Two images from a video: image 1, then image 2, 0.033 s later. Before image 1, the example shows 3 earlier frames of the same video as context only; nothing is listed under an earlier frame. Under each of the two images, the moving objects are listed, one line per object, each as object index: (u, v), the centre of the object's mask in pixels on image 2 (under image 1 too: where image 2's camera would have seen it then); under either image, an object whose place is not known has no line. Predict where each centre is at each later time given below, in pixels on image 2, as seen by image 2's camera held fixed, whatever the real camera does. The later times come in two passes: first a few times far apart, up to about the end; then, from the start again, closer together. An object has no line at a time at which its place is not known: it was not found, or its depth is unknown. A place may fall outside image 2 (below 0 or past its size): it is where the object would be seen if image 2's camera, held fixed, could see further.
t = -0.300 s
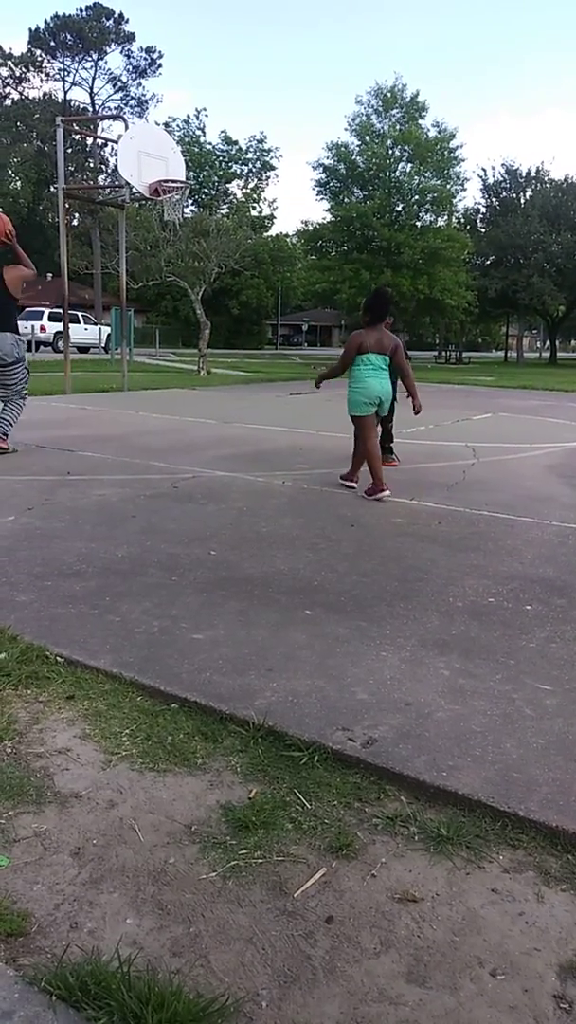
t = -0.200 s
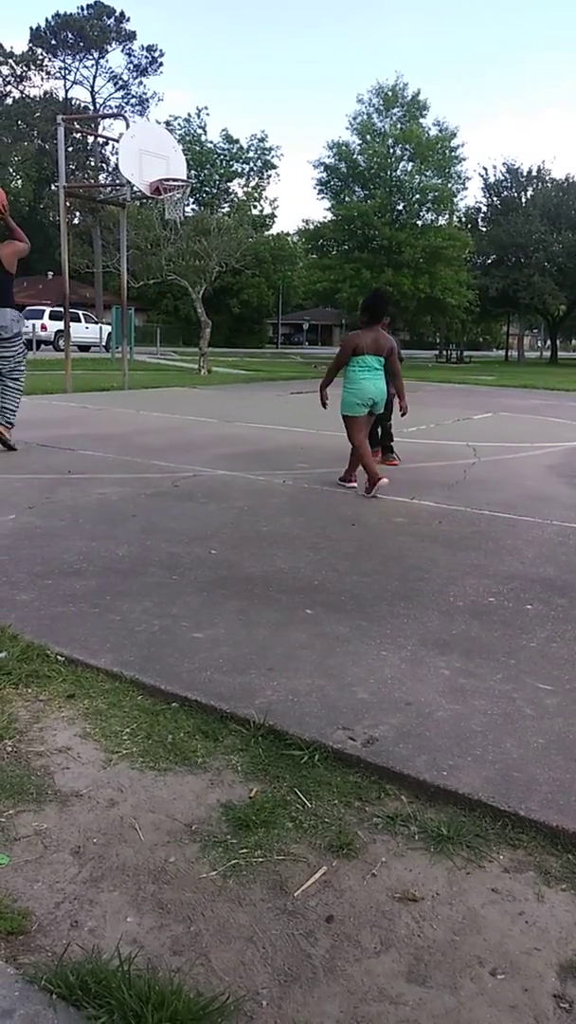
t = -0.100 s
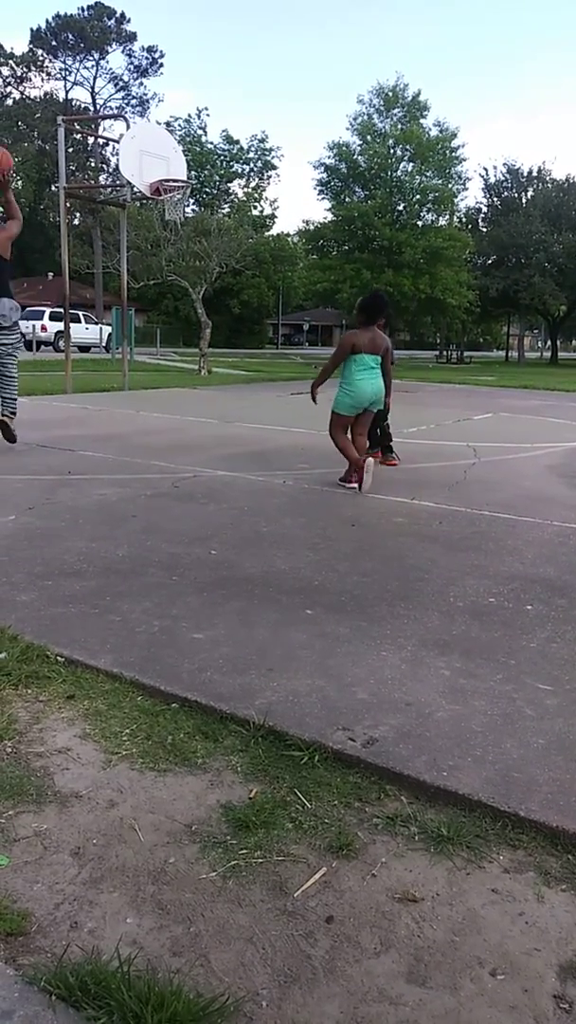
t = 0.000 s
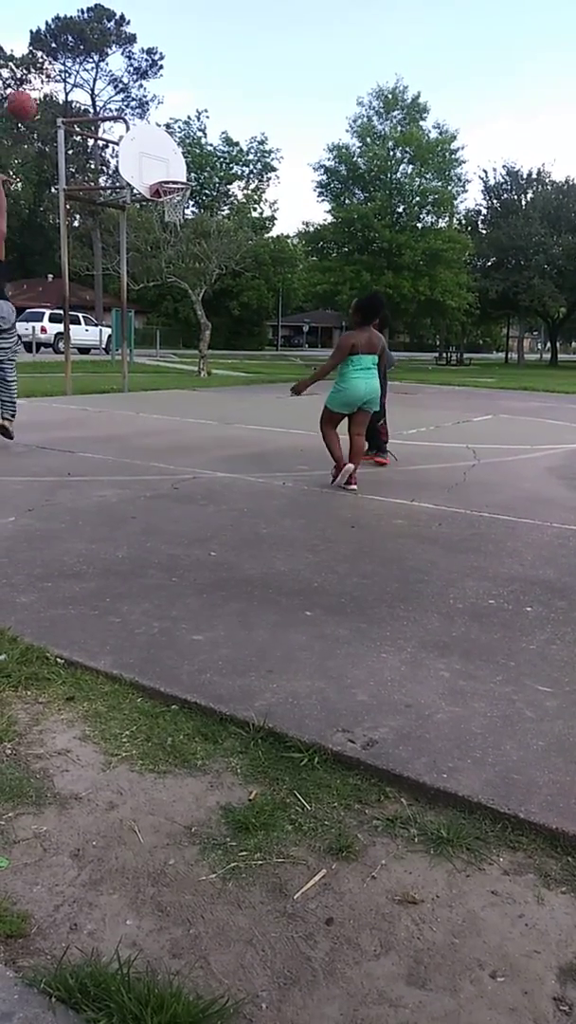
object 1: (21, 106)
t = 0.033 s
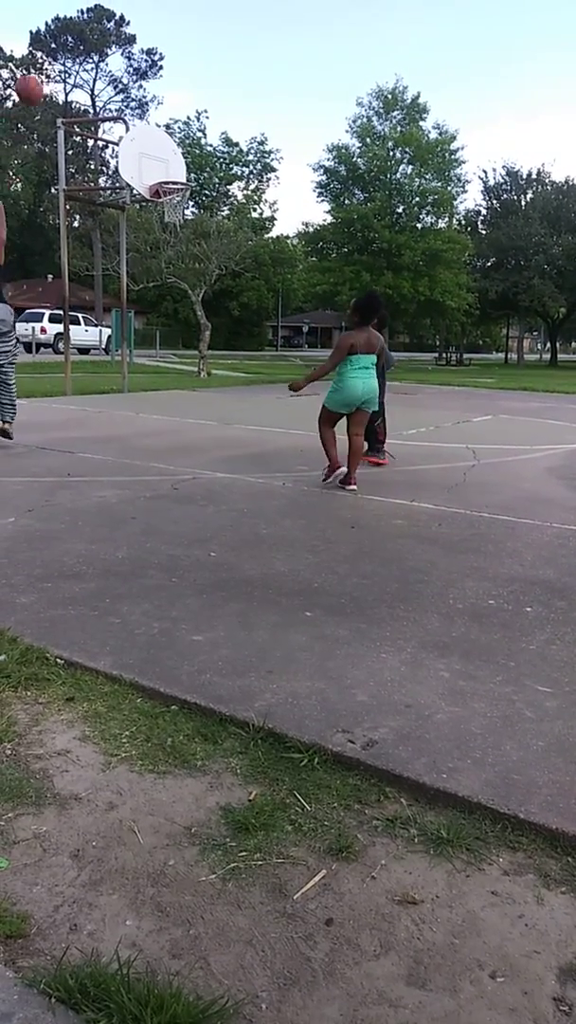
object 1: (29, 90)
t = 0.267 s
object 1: (79, 30)
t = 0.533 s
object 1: (122, 38)
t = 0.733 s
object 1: (146, 81)
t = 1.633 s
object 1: (125, 364)
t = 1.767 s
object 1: (114, 364)
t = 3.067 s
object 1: (15, 365)
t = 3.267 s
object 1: (-1, 309)
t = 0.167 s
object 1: (59, 46)
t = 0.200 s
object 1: (66, 39)
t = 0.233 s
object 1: (72, 33)
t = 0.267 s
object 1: (79, 30)
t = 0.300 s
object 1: (85, 27)
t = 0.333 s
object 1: (92, 25)
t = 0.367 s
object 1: (96, 24)
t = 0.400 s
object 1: (100, 25)
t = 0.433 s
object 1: (107, 27)
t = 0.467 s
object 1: (112, 29)
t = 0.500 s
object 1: (116, 32)
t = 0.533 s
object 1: (122, 38)
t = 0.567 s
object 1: (126, 43)
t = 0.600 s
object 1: (130, 49)
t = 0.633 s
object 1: (135, 57)
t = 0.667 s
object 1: (139, 64)
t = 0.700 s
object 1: (143, 72)
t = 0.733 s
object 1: (146, 81)
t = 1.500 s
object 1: (137, 307)
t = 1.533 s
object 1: (135, 320)
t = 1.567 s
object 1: (130, 335)
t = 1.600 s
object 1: (128, 349)
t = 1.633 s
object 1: (125, 364)
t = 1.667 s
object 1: (121, 381)
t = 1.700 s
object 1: (118, 391)
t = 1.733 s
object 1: (116, 377)
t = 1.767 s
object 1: (114, 364)
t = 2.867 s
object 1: (31, 355)
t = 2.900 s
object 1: (30, 370)
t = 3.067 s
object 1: (15, 365)
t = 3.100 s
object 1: (12, 353)
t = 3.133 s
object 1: (8, 343)
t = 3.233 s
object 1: (1, 316)
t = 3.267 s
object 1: (-1, 309)
